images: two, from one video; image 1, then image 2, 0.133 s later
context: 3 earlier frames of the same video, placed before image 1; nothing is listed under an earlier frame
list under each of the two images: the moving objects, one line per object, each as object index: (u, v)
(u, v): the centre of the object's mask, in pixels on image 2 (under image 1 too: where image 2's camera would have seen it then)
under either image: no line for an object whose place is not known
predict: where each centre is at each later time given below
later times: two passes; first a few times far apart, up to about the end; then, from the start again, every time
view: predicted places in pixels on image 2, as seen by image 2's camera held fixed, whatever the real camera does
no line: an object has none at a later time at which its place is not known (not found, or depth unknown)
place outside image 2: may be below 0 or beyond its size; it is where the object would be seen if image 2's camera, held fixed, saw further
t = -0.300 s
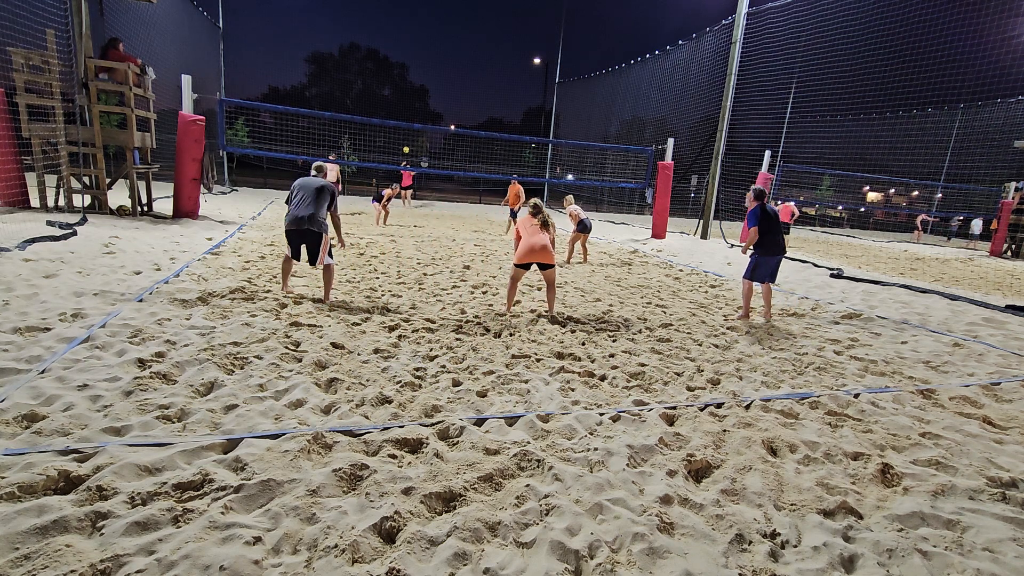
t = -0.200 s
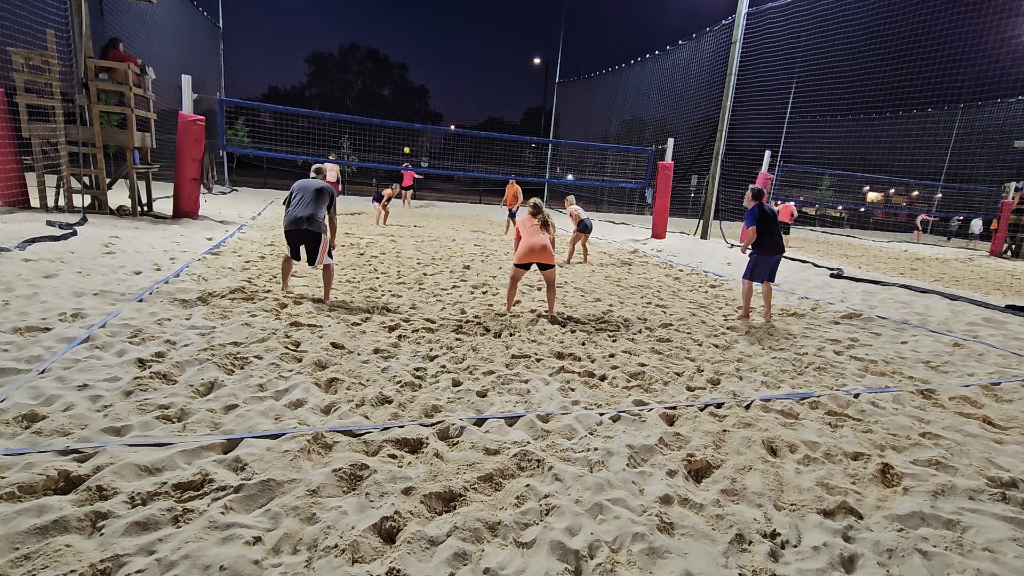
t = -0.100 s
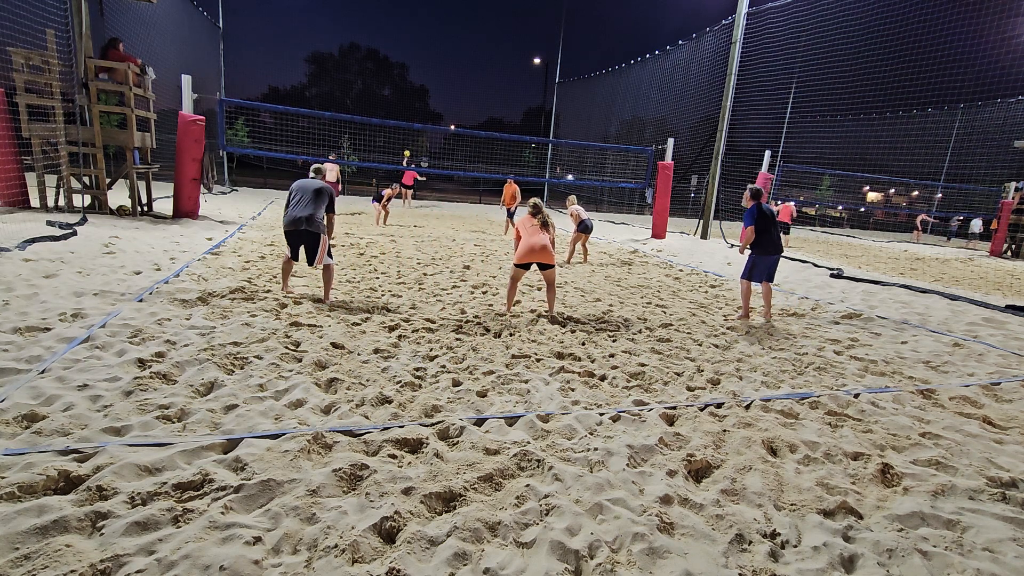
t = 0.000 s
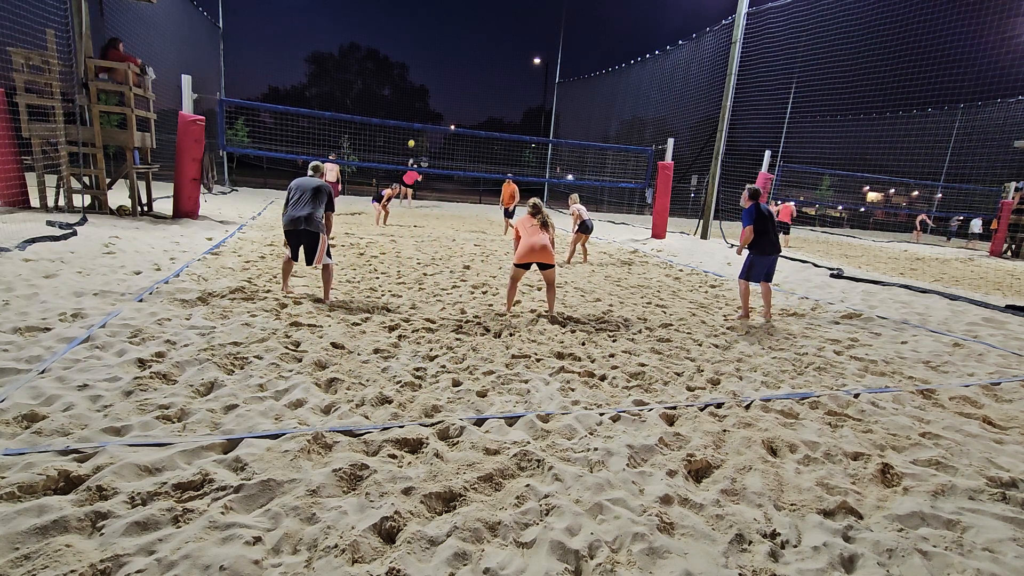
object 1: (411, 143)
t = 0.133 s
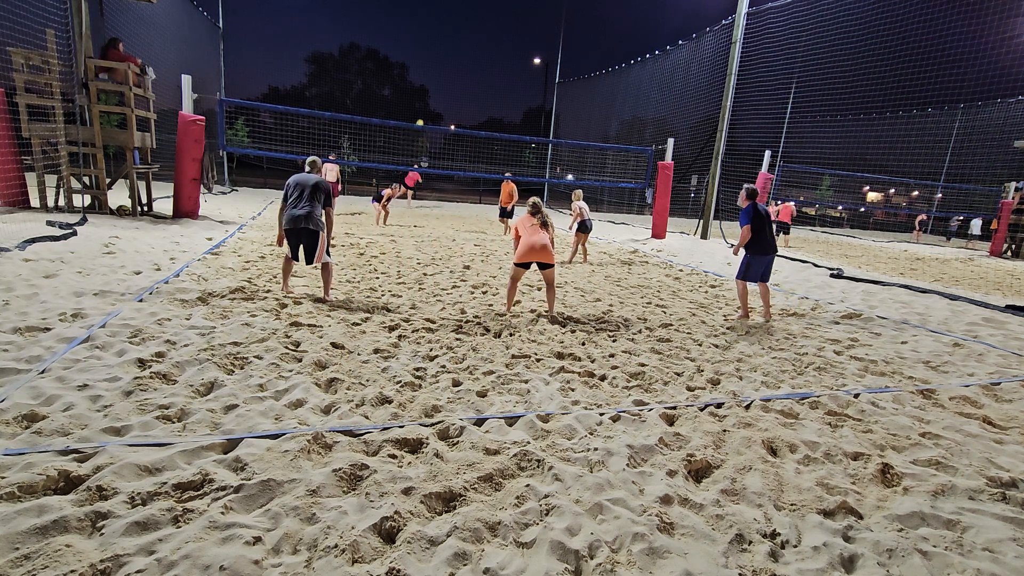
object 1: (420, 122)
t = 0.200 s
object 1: (424, 114)
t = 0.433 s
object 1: (442, 87)
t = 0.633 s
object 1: (463, 75)
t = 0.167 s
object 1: (421, 119)
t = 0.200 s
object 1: (424, 114)
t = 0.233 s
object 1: (426, 109)
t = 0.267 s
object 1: (429, 105)
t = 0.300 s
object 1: (431, 101)
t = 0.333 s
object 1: (434, 97)
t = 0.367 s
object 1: (436, 93)
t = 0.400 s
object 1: (439, 90)
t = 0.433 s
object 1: (442, 87)
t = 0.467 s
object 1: (445, 84)
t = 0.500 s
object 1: (448, 81)
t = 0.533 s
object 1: (452, 79)
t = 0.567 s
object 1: (455, 78)
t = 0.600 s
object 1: (458, 76)
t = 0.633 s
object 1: (463, 75)
